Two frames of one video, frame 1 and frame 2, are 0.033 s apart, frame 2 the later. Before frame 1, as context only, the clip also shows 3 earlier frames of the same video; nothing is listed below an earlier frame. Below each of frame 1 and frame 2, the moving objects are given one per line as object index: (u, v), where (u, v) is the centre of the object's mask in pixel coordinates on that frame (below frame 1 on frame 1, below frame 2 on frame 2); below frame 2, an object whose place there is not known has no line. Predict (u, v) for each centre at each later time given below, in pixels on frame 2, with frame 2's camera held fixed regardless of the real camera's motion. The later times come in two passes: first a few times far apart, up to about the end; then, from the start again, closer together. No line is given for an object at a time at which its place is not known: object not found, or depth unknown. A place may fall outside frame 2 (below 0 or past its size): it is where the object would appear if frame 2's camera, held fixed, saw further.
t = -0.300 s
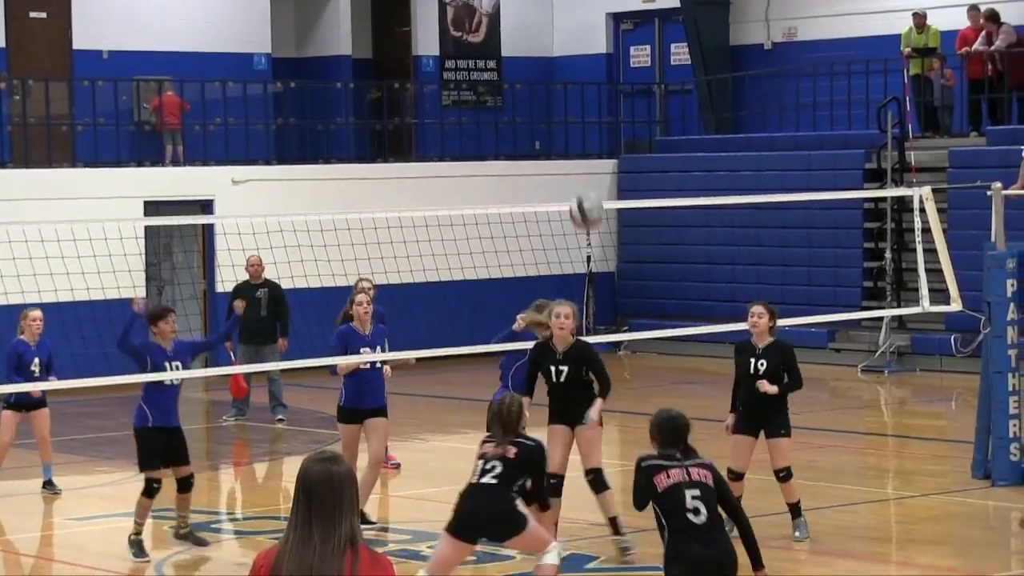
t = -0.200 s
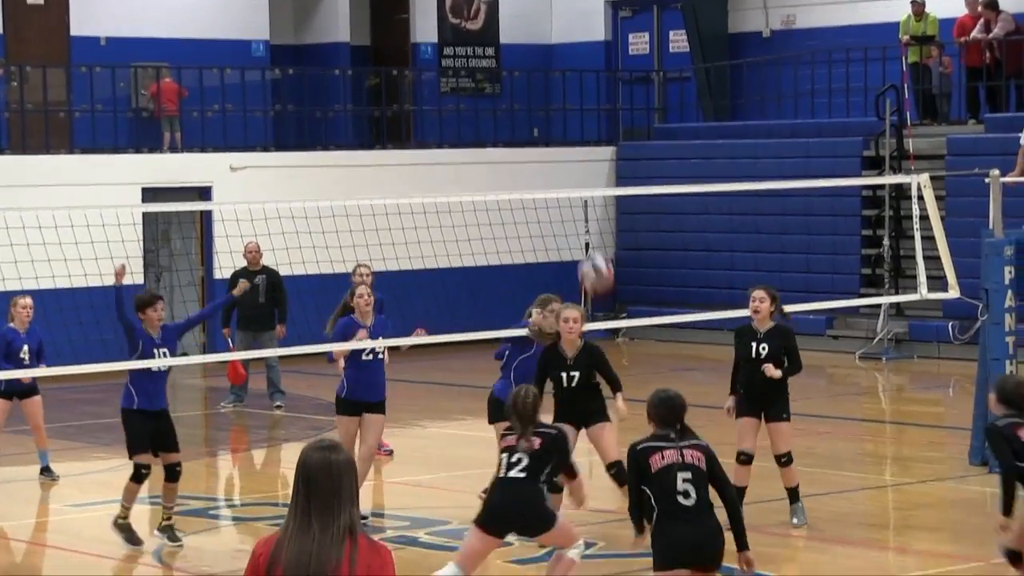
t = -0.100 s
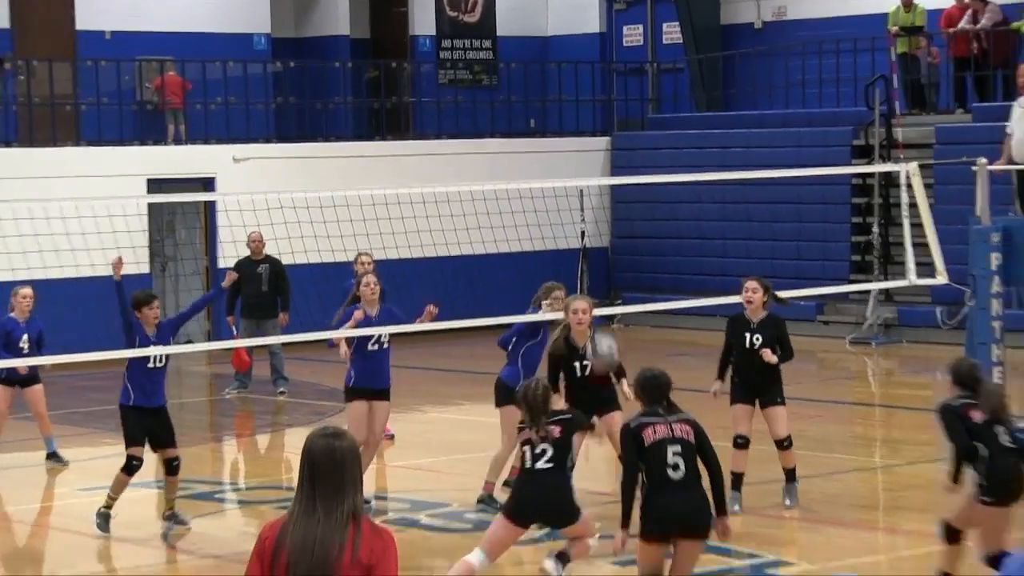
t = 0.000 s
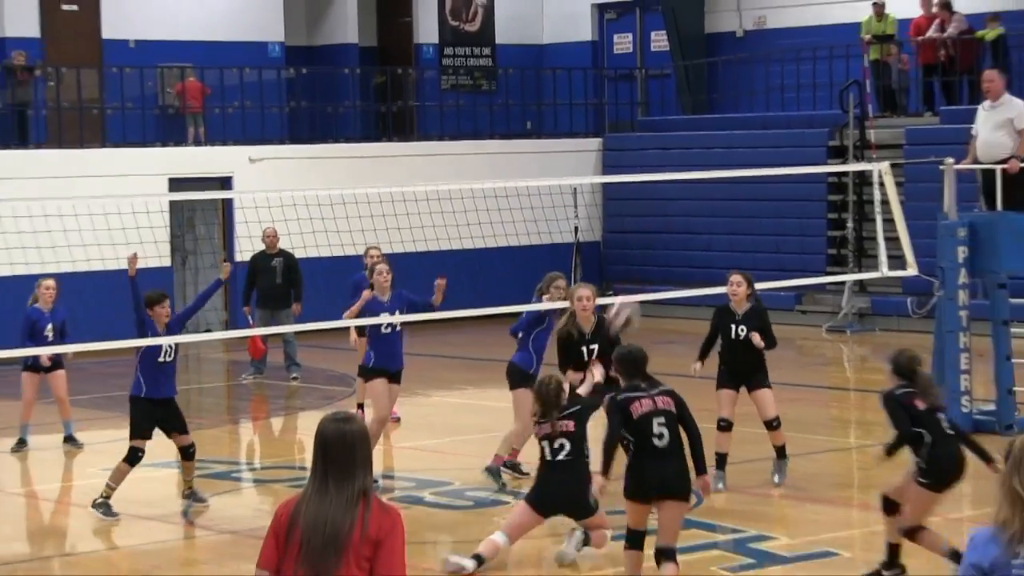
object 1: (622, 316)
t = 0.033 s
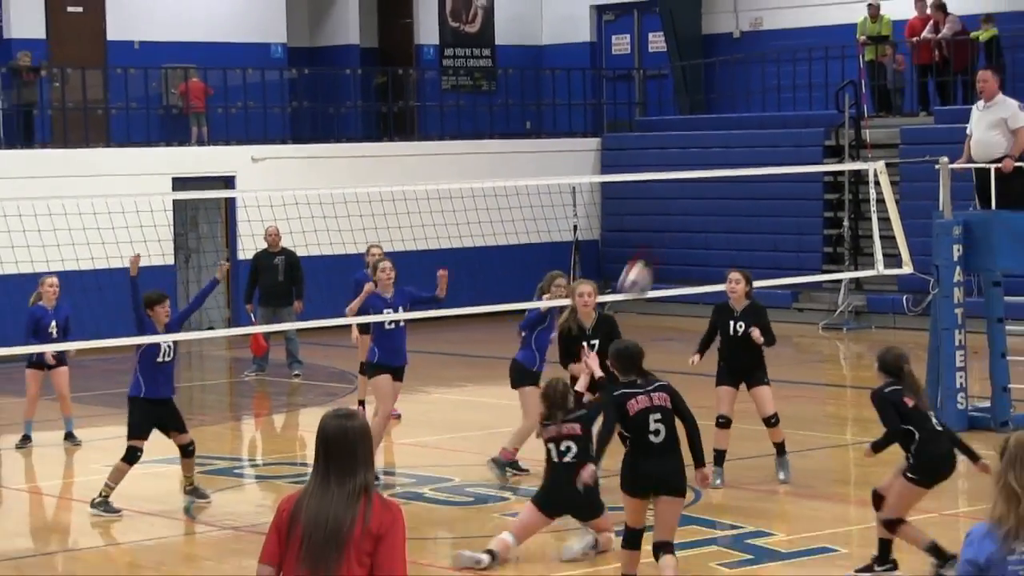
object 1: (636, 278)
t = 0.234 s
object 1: (713, 126)
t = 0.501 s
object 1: (814, 19)
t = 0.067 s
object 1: (648, 252)
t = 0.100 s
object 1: (661, 223)
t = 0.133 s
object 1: (674, 197)
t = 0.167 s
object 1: (688, 168)
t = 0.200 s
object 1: (700, 148)
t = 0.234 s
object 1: (713, 126)
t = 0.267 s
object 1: (725, 106)
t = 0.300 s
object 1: (738, 89)
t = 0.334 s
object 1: (751, 72)
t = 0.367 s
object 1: (763, 58)
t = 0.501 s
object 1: (814, 19)
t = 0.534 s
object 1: (826, 13)
